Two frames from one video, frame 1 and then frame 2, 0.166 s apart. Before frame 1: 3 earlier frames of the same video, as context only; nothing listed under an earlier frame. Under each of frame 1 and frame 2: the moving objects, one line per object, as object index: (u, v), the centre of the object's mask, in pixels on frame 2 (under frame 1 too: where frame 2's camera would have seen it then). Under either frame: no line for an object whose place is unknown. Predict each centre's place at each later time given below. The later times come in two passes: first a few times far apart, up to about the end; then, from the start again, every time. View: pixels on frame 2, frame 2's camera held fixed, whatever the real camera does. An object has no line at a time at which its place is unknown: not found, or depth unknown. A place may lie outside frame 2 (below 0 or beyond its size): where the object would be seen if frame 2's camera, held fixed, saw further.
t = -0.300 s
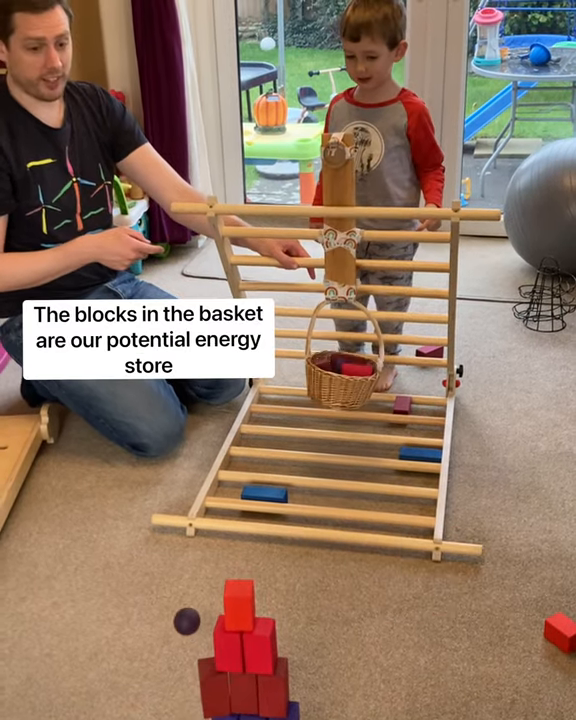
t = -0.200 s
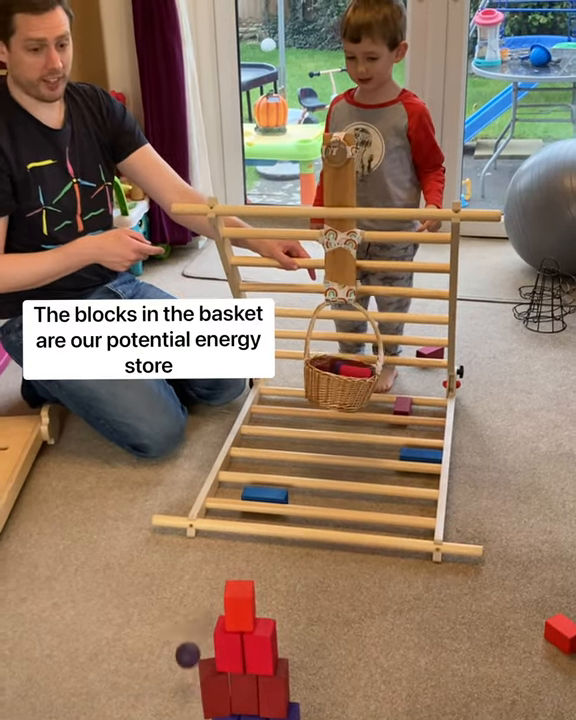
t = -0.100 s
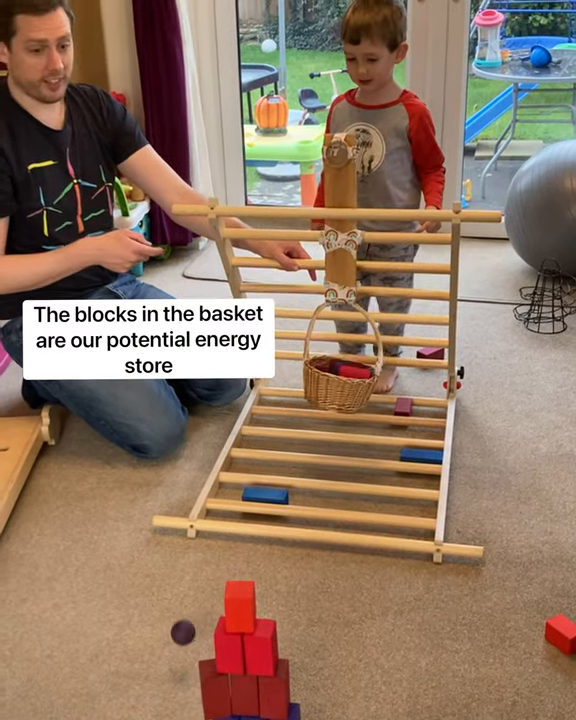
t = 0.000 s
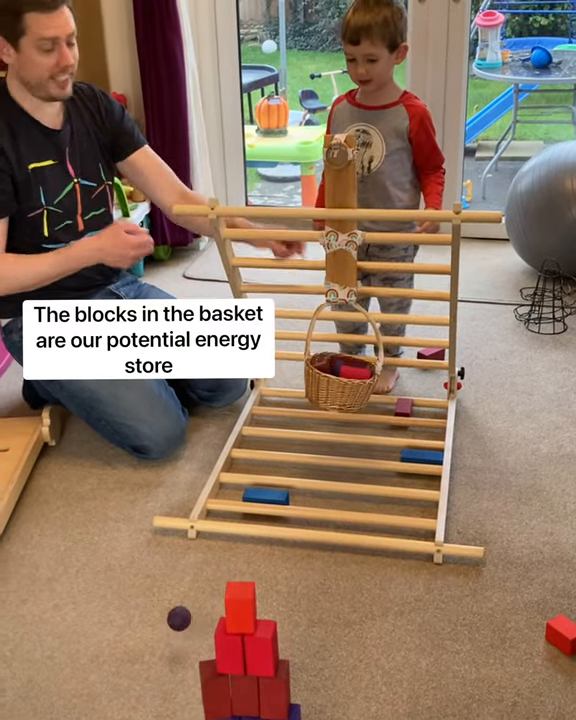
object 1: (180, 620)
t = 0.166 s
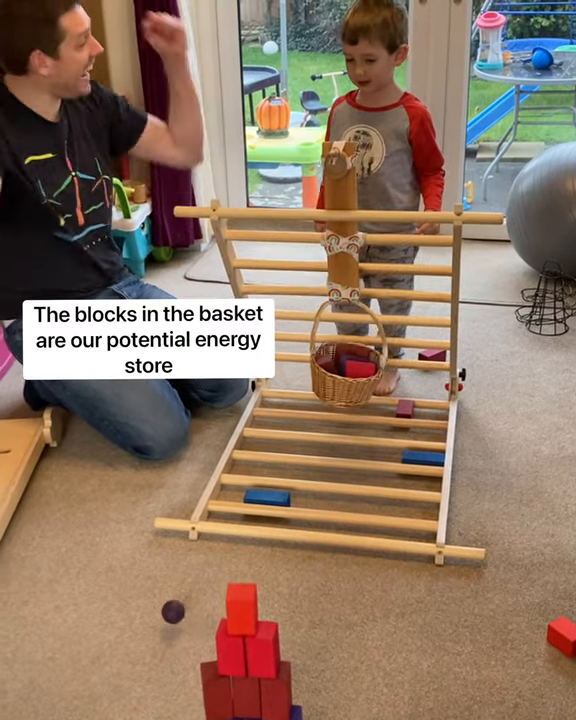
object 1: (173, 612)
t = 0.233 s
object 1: (170, 608)
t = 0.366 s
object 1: (166, 594)
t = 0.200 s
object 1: (172, 614)
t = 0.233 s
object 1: (170, 608)
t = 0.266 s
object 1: (168, 605)
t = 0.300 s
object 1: (167, 601)
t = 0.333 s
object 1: (167, 598)
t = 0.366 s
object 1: (166, 594)
